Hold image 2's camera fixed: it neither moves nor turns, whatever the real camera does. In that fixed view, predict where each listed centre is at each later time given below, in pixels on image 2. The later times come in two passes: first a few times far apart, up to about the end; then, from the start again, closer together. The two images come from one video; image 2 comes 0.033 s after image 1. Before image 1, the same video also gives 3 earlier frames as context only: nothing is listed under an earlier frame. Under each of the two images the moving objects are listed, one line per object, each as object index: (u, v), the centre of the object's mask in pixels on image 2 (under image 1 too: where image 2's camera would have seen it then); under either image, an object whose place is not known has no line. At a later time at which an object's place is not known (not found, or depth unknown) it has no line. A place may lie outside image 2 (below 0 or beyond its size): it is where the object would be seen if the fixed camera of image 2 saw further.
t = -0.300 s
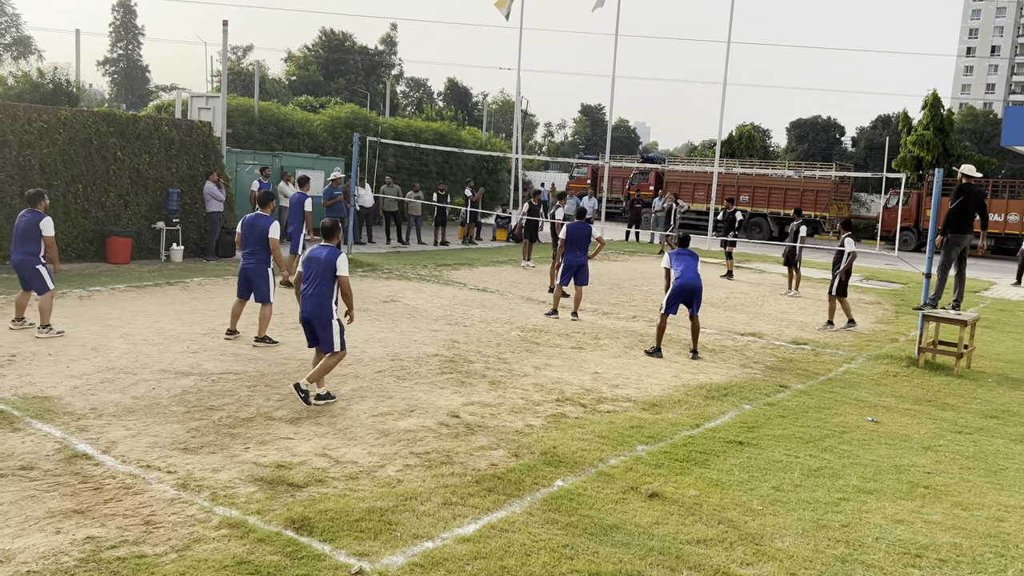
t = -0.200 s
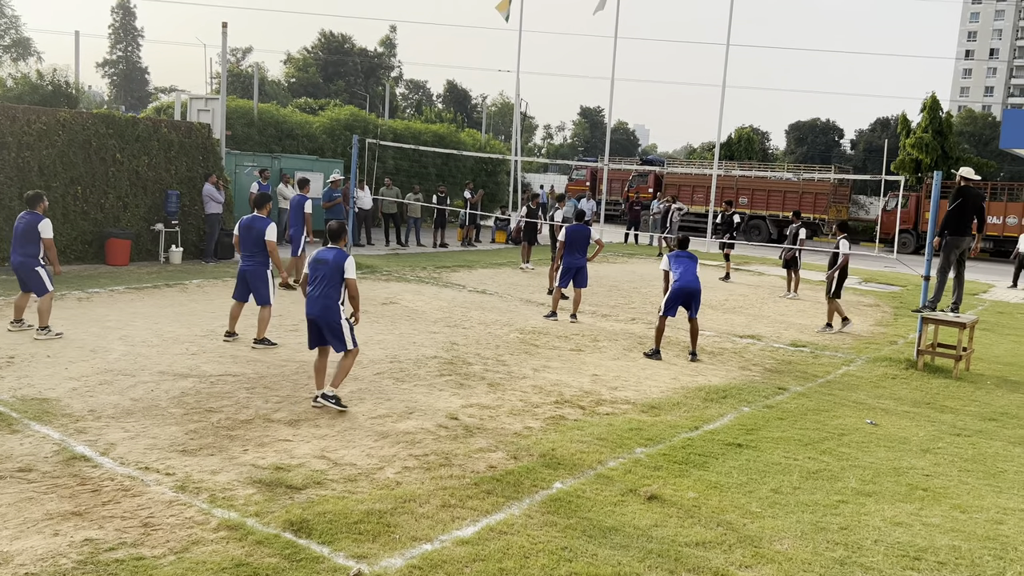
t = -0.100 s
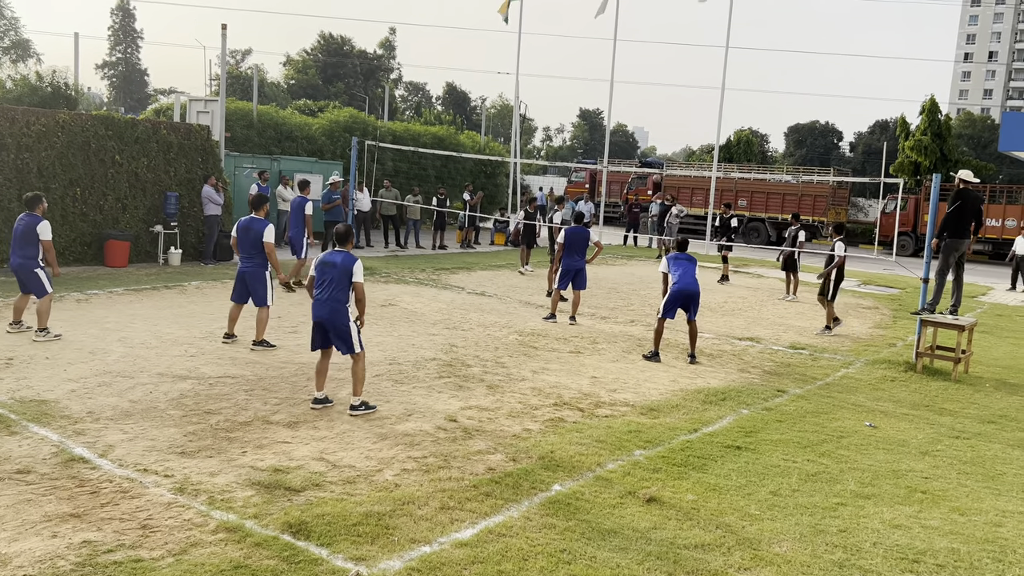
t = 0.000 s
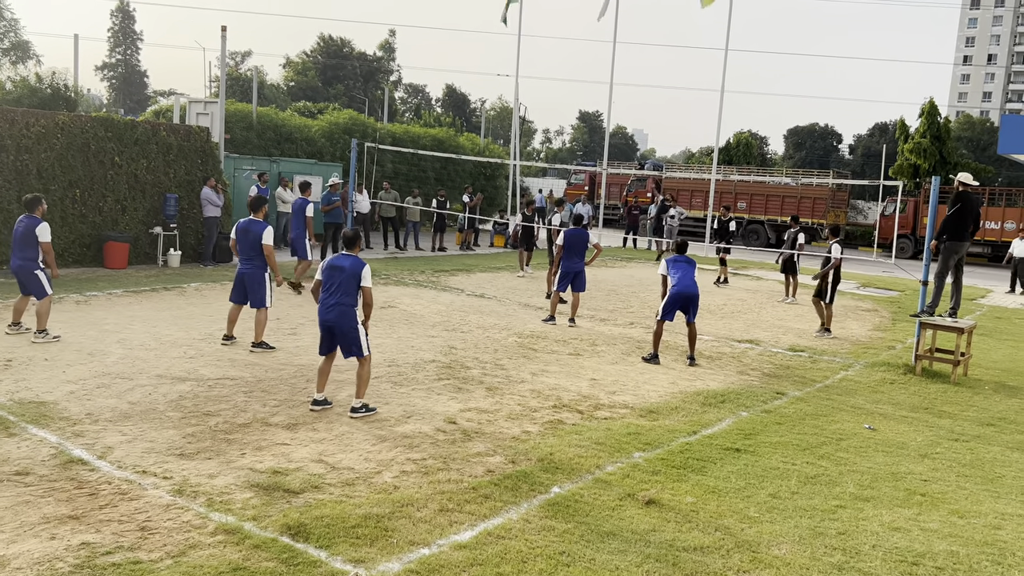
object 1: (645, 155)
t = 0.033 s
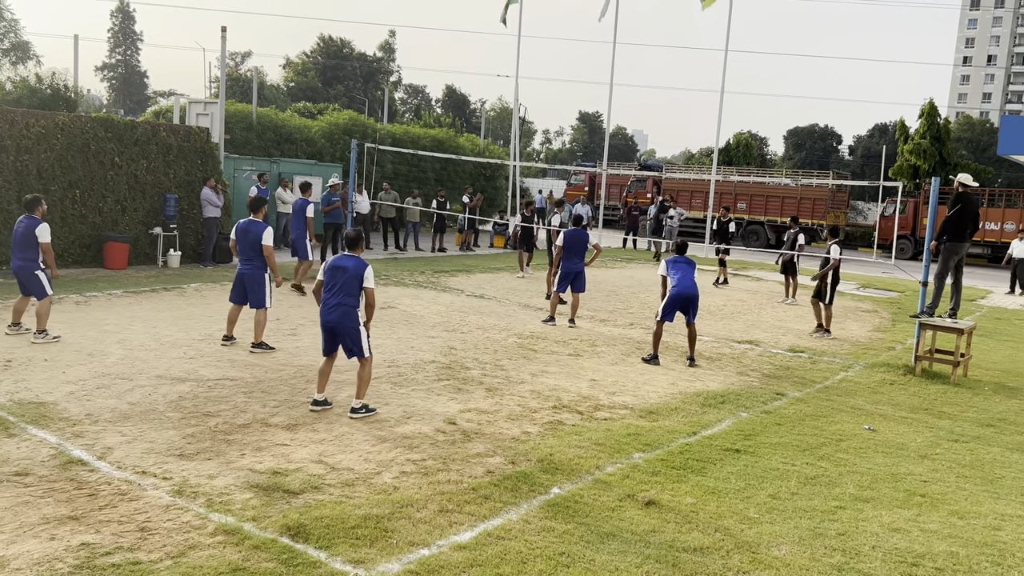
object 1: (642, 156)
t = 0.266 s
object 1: (616, 106)
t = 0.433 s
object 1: (587, 73)
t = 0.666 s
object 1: (534, 43)
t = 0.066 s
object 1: (641, 152)
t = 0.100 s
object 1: (637, 143)
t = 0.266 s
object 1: (616, 106)
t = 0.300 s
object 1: (611, 99)
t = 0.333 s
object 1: (605, 92)
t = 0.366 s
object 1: (599, 85)
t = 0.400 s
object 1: (593, 79)
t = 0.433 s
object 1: (587, 73)
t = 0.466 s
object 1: (580, 68)
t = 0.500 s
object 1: (574, 63)
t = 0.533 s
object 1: (566, 58)
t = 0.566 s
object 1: (558, 53)
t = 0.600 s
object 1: (551, 49)
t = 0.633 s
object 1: (543, 46)
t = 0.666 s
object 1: (534, 43)
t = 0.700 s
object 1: (525, 41)
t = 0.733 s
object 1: (516, 39)
